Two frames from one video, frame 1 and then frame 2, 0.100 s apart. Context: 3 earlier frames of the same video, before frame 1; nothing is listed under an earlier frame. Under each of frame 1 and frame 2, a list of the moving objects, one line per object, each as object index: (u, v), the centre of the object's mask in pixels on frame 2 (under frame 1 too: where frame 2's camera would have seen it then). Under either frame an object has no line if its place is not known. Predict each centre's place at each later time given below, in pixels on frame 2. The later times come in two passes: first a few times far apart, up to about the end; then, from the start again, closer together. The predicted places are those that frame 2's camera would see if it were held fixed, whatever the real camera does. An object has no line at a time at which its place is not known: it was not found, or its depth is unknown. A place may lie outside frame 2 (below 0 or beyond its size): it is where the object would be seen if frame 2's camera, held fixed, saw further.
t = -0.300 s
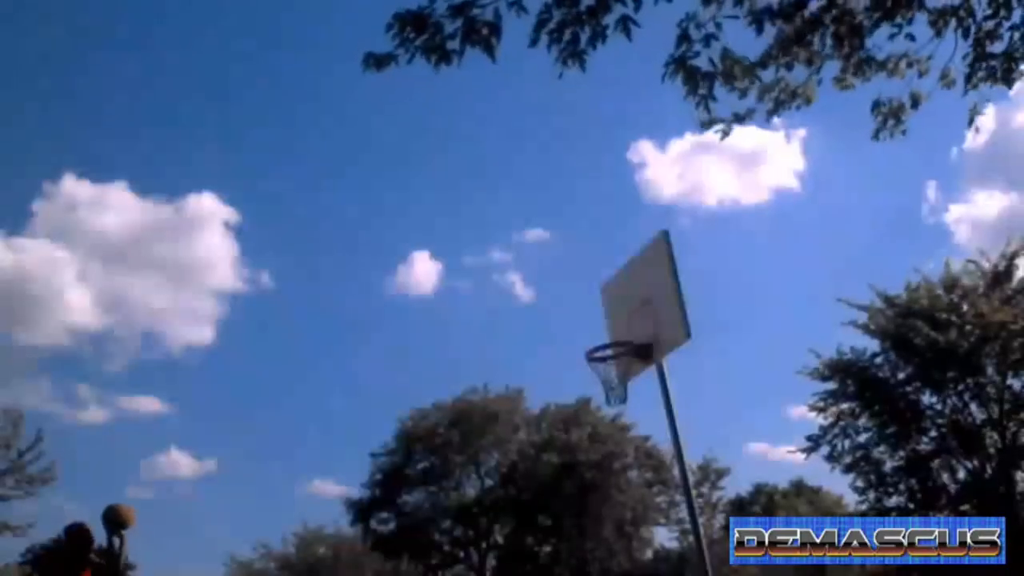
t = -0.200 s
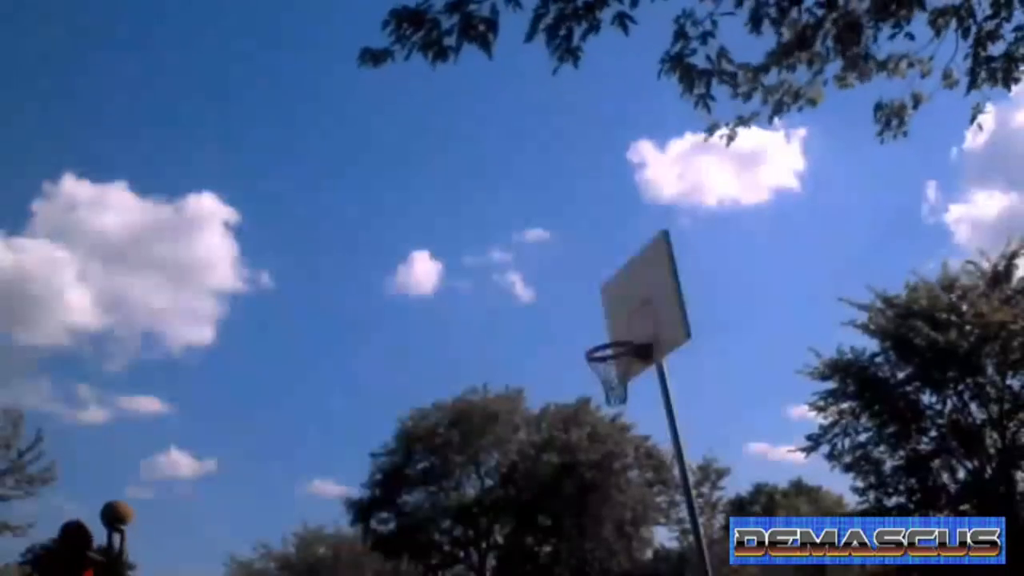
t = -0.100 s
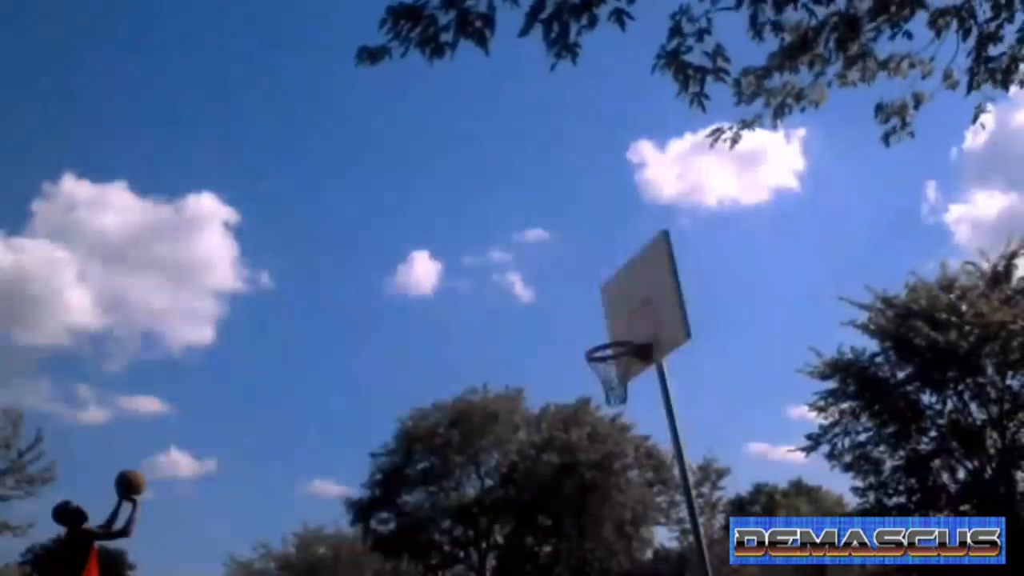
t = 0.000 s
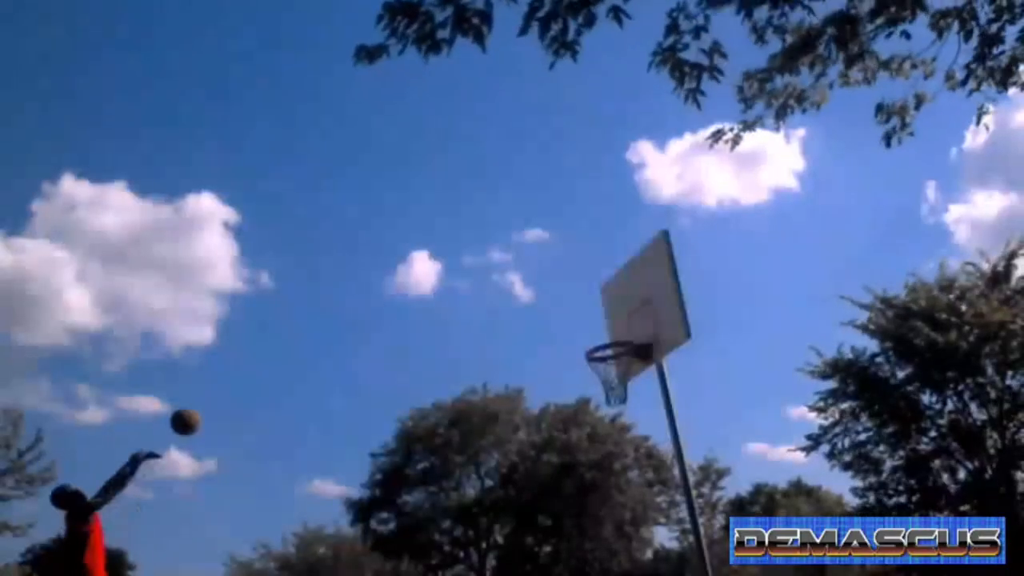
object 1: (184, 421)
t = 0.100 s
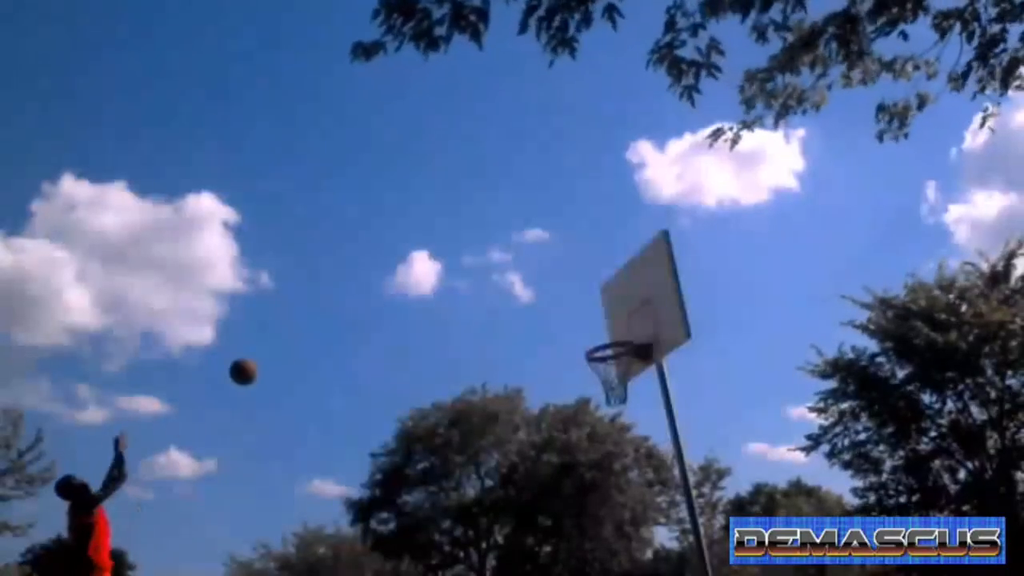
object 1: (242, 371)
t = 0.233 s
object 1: (315, 326)
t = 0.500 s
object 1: (447, 296)
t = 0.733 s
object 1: (559, 329)
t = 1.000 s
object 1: (623, 327)
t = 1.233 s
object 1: (575, 342)
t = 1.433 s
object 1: (535, 402)
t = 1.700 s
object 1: (482, 563)
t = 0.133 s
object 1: (261, 358)
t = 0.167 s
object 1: (280, 346)
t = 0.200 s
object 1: (298, 335)
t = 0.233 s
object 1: (315, 326)
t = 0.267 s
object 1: (333, 318)
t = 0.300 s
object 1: (350, 311)
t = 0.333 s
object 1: (367, 306)
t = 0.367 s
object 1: (383, 302)
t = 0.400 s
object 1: (400, 298)
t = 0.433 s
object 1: (416, 296)
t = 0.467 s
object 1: (431, 295)
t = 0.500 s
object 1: (447, 296)
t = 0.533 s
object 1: (464, 297)
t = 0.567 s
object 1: (479, 300)
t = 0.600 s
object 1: (495, 304)
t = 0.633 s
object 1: (511, 309)
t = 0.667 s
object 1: (527, 315)
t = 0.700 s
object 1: (542, 321)
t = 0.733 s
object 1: (559, 329)
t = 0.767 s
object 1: (575, 337)
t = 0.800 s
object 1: (587, 343)
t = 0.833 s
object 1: (596, 337)
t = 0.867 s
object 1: (606, 334)
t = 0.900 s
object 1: (615, 332)
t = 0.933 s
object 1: (624, 331)
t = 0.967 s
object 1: (633, 329)
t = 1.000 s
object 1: (623, 327)
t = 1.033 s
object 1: (617, 326)
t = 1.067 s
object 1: (609, 326)
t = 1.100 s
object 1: (602, 327)
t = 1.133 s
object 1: (595, 329)
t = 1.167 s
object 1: (588, 333)
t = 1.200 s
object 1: (582, 337)
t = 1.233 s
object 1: (575, 342)
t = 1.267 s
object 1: (568, 349)
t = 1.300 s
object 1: (561, 357)
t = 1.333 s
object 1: (555, 367)
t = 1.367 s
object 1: (548, 377)
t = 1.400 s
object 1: (541, 389)
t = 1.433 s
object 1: (535, 402)
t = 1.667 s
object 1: (494, 538)
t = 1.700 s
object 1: (482, 563)
